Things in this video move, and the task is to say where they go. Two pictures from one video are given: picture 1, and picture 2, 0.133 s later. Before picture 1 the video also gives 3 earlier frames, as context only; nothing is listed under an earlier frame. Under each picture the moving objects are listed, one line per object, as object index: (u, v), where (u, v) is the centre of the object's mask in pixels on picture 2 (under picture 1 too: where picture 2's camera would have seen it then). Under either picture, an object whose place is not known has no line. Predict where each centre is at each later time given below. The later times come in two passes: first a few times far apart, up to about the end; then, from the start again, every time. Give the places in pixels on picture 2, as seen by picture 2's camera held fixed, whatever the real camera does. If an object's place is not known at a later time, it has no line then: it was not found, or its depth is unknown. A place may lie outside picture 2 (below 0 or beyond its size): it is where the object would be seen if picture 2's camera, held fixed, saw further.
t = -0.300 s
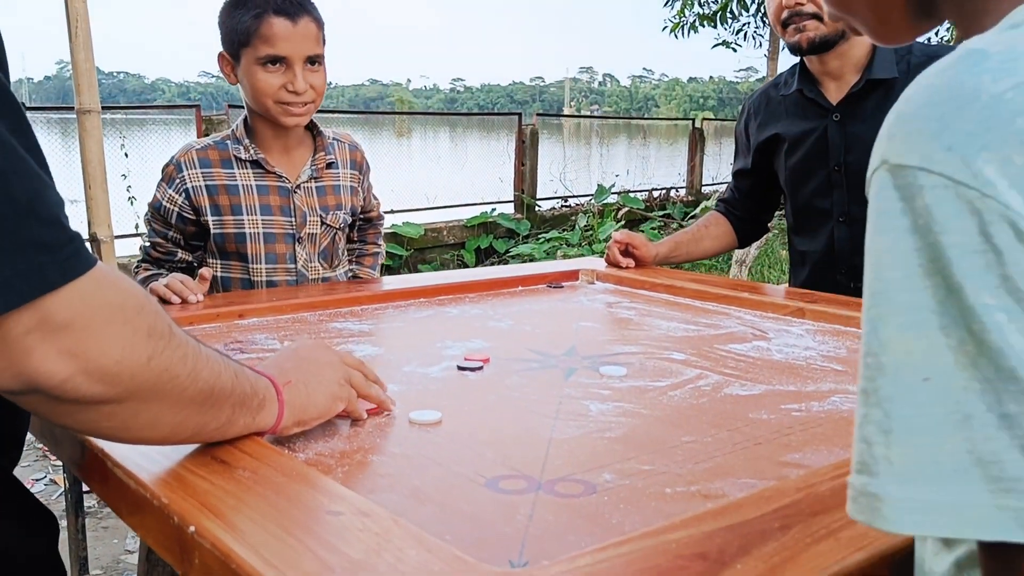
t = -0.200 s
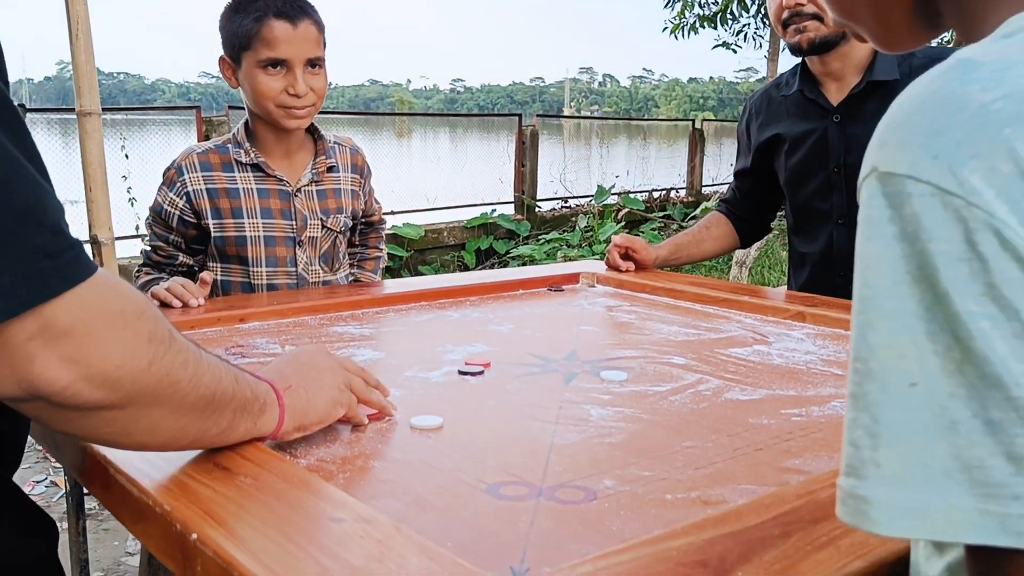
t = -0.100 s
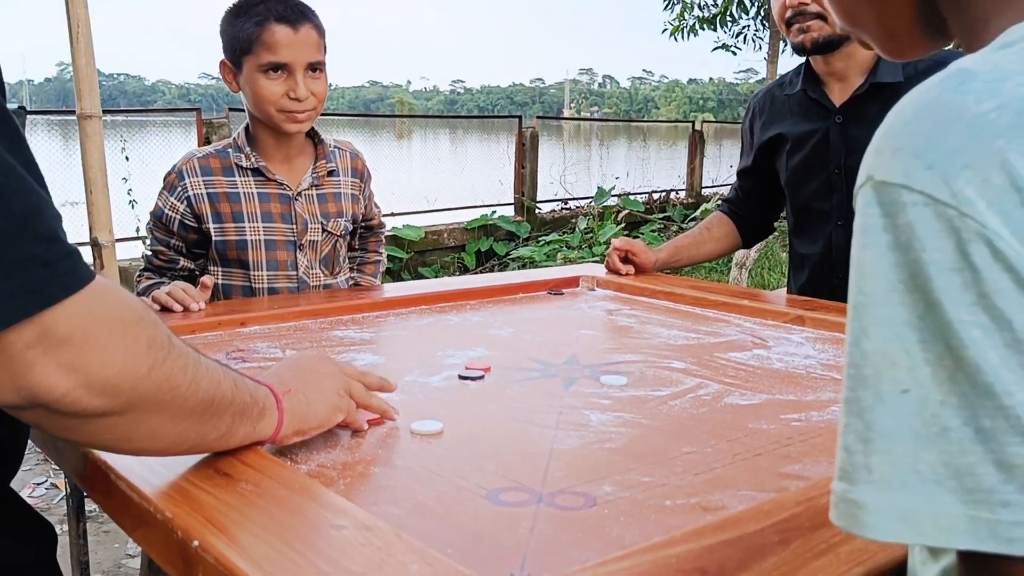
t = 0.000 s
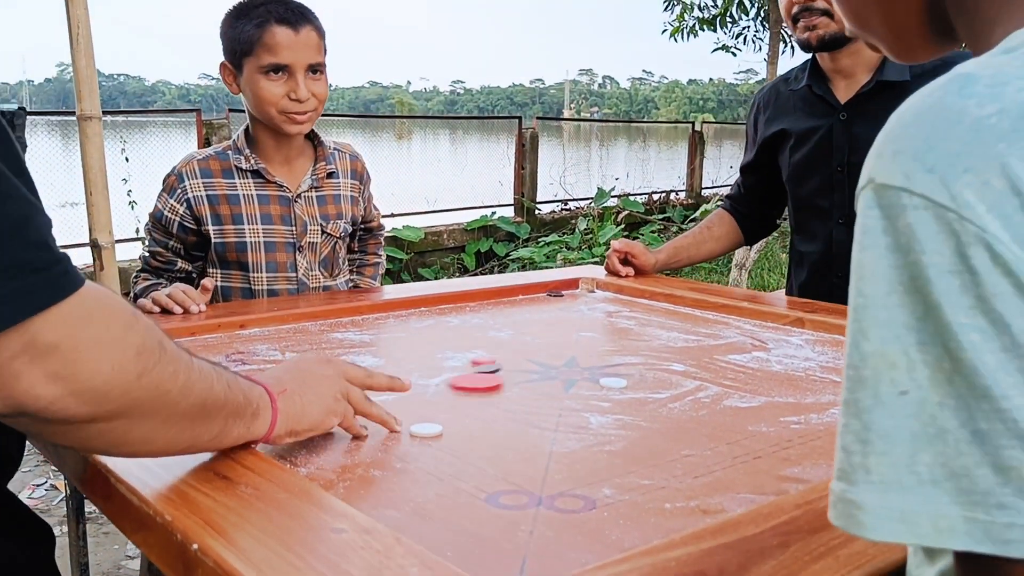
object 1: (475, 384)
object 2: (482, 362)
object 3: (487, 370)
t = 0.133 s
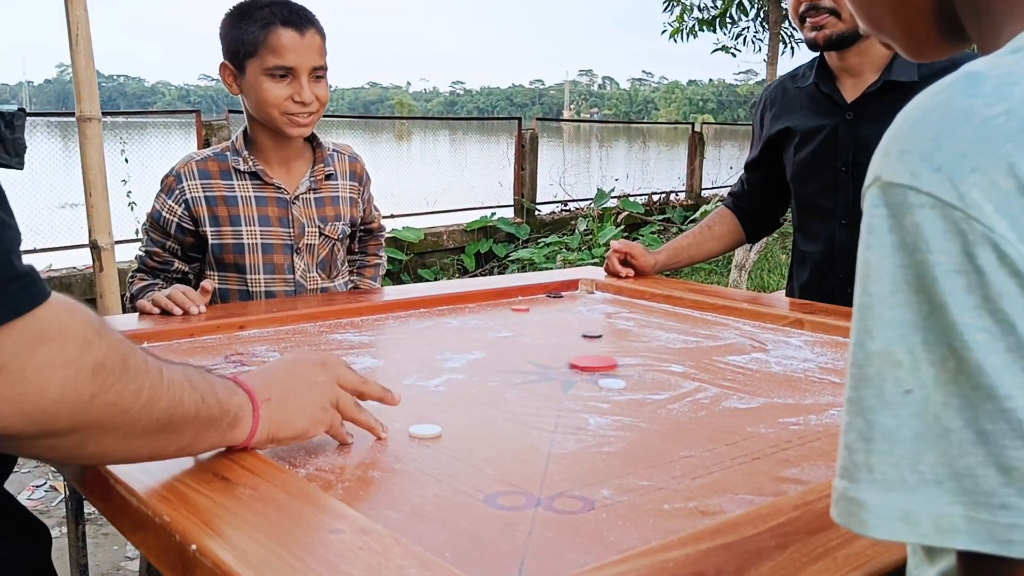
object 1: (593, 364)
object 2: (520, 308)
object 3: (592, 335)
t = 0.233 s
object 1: (657, 350)
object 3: (643, 316)
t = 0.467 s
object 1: (750, 332)
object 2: (626, 304)
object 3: (661, 316)
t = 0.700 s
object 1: (758, 329)
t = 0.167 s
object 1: (616, 359)
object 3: (611, 328)
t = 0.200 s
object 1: (637, 354)
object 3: (628, 321)
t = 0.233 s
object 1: (657, 350)
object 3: (643, 316)
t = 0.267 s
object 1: (674, 347)
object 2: (615, 300)
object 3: (657, 311)
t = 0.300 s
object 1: (690, 343)
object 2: (636, 301)
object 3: (666, 306)
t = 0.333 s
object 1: (705, 340)
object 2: (641, 304)
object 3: (655, 307)
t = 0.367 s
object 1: (718, 337)
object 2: (638, 305)
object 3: (657, 309)
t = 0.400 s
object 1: (730, 335)
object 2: (631, 305)
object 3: (659, 312)
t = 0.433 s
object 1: (740, 333)
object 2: (628, 305)
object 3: (660, 314)
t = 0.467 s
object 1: (750, 332)
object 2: (626, 304)
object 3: (661, 316)
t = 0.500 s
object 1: (757, 330)
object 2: (624, 305)
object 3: (662, 317)
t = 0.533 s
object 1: (764, 328)
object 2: (623, 304)
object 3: (662, 318)
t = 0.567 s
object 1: (767, 328)
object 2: (623, 304)
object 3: (663, 319)
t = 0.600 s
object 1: (764, 328)
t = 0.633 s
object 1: (762, 328)
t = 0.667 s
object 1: (760, 329)
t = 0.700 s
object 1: (758, 329)
